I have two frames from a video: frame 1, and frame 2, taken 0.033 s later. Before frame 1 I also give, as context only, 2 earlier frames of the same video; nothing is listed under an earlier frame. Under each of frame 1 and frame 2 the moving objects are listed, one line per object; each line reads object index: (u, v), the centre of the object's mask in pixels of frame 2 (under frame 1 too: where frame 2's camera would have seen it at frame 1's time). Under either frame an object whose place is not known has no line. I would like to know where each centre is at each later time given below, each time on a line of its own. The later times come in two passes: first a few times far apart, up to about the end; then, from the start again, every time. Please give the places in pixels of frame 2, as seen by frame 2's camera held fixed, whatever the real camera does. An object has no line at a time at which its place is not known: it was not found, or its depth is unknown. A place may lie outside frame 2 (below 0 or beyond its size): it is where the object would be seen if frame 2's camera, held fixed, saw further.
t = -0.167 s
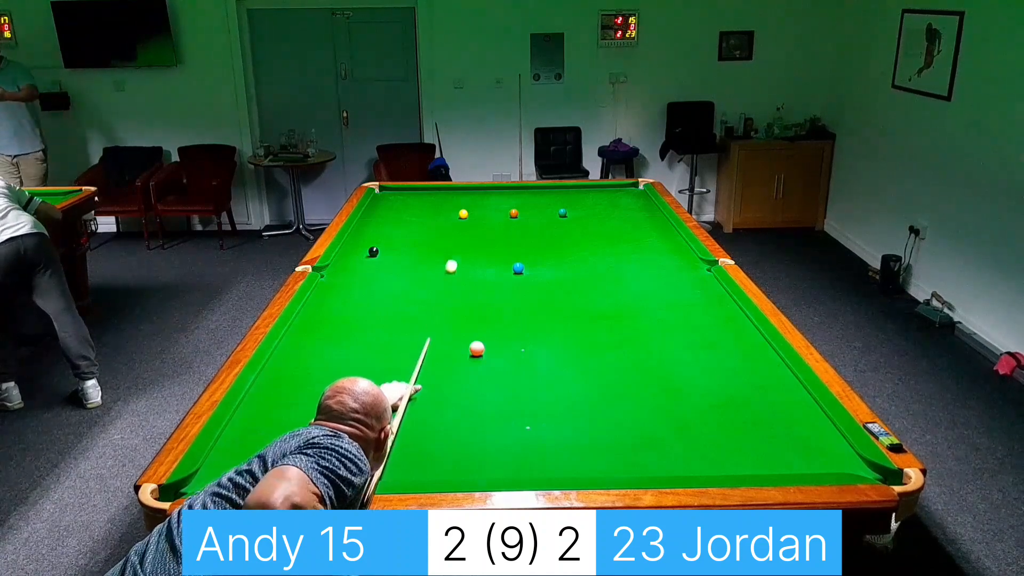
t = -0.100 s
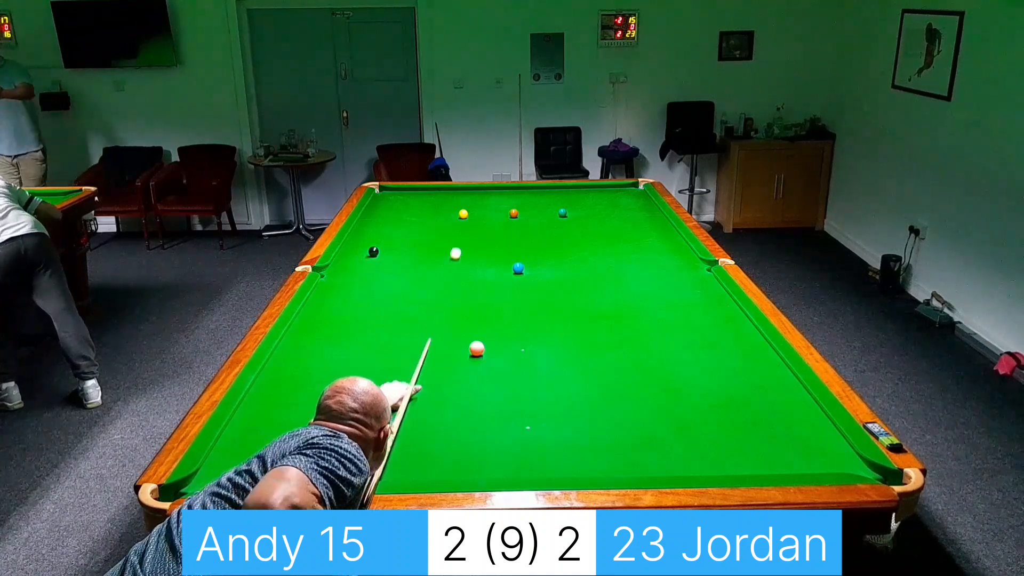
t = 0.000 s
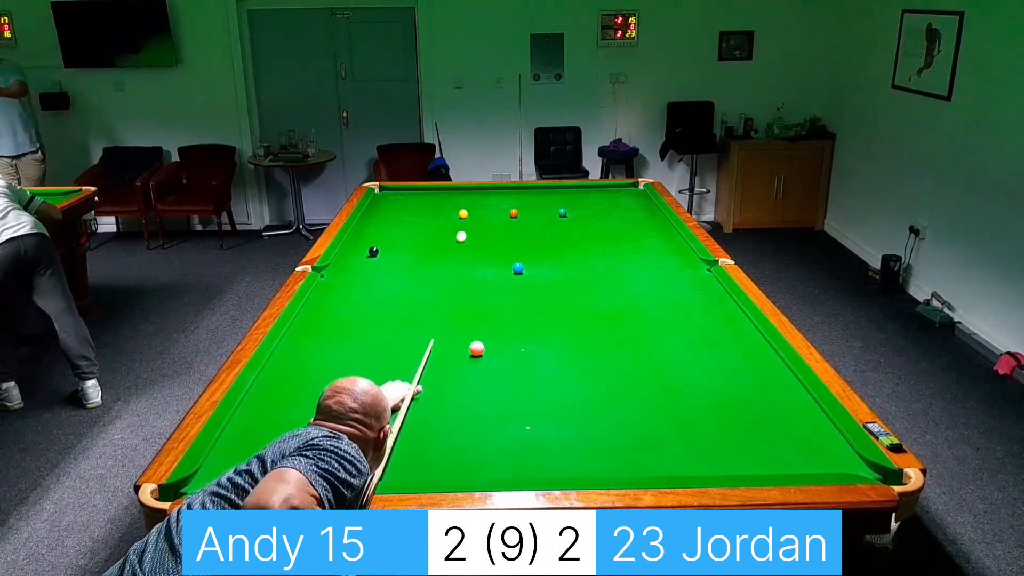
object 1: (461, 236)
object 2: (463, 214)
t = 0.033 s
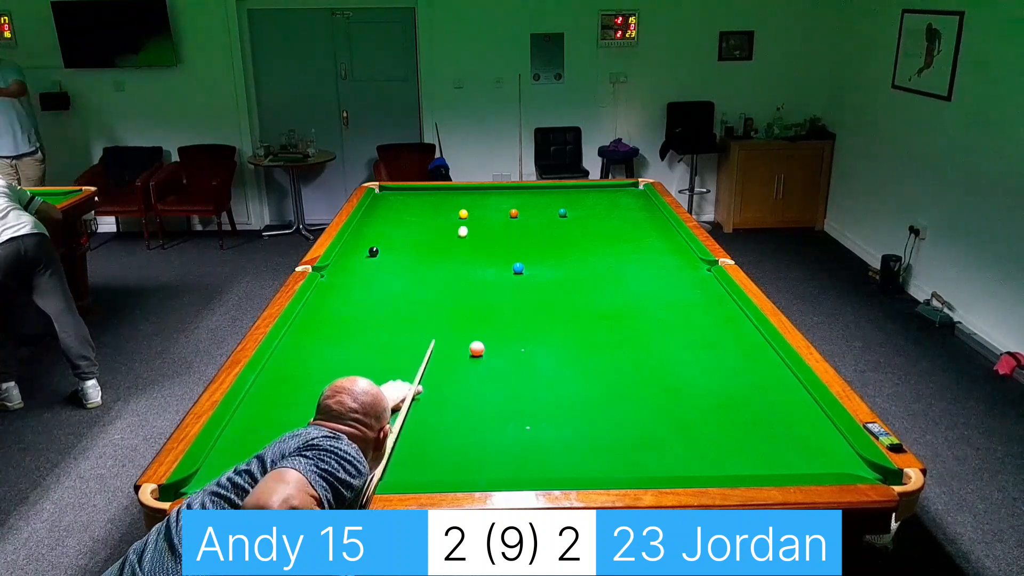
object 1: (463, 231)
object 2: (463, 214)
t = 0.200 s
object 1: (481, 212)
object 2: (453, 210)
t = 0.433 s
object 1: (528, 199)
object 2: (416, 197)
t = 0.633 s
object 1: (560, 187)
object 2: (393, 189)
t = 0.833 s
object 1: (591, 193)
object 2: (383, 194)
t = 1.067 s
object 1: (629, 200)
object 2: (395, 200)
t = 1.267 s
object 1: (647, 208)
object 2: (405, 205)
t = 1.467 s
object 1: (633, 216)
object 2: (416, 209)
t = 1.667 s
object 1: (619, 224)
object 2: (427, 214)
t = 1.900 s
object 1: (601, 235)
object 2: (441, 221)
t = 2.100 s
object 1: (585, 245)
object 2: (452, 226)
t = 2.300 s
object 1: (568, 255)
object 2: (465, 231)
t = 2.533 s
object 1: (547, 267)
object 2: (479, 237)
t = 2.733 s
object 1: (527, 279)
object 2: (491, 243)
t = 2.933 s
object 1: (506, 291)
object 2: (504, 249)
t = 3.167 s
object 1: (479, 307)
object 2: (520, 255)
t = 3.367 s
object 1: (455, 321)
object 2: (533, 261)
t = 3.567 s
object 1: (428, 337)
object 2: (547, 267)
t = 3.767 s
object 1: (399, 354)
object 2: (561, 273)
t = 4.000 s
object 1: (363, 374)
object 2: (578, 281)
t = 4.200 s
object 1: (329, 395)
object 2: (592, 287)
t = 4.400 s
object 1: (292, 416)
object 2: (607, 293)
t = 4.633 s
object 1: (245, 444)
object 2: (624, 300)
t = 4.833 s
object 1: (214, 468)
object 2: (639, 307)
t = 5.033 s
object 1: (219, 479)
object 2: (654, 313)
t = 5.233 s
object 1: (226, 467)
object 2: (668, 319)
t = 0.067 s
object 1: (464, 226)
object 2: (463, 214)
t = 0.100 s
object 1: (466, 221)
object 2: (463, 214)
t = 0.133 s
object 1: (468, 217)
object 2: (462, 214)
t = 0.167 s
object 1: (473, 214)
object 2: (459, 213)
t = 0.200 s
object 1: (481, 212)
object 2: (453, 210)
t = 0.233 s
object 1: (489, 210)
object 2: (447, 208)
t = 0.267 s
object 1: (497, 208)
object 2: (441, 206)
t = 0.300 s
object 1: (504, 207)
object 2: (435, 204)
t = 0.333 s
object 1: (510, 205)
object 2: (430, 202)
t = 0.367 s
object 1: (517, 203)
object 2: (425, 200)
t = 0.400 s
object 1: (523, 201)
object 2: (420, 198)
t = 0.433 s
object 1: (528, 199)
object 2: (416, 197)
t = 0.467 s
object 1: (534, 197)
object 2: (412, 195)
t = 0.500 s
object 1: (540, 195)
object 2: (407, 194)
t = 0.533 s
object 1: (545, 193)
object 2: (404, 192)
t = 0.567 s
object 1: (550, 191)
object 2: (400, 191)
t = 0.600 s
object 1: (555, 189)
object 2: (396, 190)
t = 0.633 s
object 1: (560, 187)
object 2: (393, 189)
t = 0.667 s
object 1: (565, 186)
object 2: (389, 190)
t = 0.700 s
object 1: (570, 188)
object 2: (385, 191)
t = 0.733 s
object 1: (575, 189)
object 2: (381, 191)
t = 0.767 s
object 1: (580, 190)
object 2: (379, 192)
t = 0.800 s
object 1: (586, 192)
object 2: (381, 193)
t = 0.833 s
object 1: (591, 193)
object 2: (383, 194)
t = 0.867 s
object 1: (596, 194)
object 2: (384, 195)
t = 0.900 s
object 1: (601, 195)
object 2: (386, 196)
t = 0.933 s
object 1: (607, 196)
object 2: (388, 196)
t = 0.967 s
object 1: (612, 197)
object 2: (390, 197)
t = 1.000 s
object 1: (618, 198)
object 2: (391, 198)
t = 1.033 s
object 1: (623, 199)
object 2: (393, 199)
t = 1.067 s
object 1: (629, 200)
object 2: (395, 200)
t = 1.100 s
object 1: (635, 201)
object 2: (397, 201)
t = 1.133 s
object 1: (641, 203)
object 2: (398, 201)
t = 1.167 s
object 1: (646, 204)
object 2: (400, 202)
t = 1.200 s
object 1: (652, 205)
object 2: (402, 203)
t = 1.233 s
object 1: (650, 206)
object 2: (404, 204)
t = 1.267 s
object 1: (647, 208)
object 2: (405, 205)
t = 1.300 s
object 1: (645, 209)
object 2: (407, 205)
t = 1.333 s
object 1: (642, 210)
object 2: (409, 206)
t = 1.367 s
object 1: (640, 212)
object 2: (411, 207)
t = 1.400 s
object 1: (638, 213)
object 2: (413, 208)
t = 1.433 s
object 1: (636, 214)
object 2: (414, 209)
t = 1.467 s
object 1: (633, 216)
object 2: (416, 209)
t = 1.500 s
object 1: (631, 217)
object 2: (418, 210)
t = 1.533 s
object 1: (629, 219)
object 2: (420, 211)
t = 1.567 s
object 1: (626, 220)
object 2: (422, 212)
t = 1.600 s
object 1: (624, 221)
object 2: (423, 213)
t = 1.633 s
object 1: (621, 223)
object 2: (425, 214)
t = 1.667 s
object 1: (619, 224)
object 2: (427, 214)
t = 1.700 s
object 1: (617, 226)
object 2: (429, 215)
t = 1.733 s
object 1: (614, 227)
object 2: (431, 216)
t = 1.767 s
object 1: (612, 229)
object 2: (433, 217)
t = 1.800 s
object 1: (609, 230)
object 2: (435, 218)
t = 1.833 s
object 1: (607, 232)
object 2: (437, 219)
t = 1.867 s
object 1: (604, 233)
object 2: (439, 220)
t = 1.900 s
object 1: (601, 235)
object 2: (441, 221)
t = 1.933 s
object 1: (599, 236)
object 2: (442, 221)
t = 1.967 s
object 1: (596, 238)
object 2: (444, 222)
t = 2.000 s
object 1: (593, 240)
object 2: (446, 223)
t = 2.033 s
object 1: (591, 241)
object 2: (448, 224)
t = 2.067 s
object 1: (588, 243)
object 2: (450, 225)
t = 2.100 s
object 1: (585, 245)
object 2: (452, 226)
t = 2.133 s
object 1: (582, 246)
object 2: (454, 227)
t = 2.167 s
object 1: (579, 248)
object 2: (457, 227)
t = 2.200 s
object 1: (577, 250)
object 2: (458, 228)
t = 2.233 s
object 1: (574, 251)
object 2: (460, 229)
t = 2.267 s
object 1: (571, 253)
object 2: (462, 230)
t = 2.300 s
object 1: (568, 255)
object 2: (465, 231)
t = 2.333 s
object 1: (565, 257)
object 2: (466, 232)
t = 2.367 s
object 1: (562, 258)
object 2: (469, 233)
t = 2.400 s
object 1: (559, 260)
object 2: (471, 234)
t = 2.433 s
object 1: (556, 262)
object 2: (473, 235)
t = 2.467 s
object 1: (553, 264)
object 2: (475, 236)
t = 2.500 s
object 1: (550, 266)
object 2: (477, 237)
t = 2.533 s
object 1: (547, 267)
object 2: (479, 237)
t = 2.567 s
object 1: (543, 270)
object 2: (481, 238)
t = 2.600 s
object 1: (540, 271)
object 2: (483, 239)
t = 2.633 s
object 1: (537, 273)
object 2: (485, 240)
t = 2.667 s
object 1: (534, 275)
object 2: (487, 241)
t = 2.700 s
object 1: (530, 277)
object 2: (489, 242)
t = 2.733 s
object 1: (527, 279)
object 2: (491, 243)
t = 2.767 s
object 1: (523, 281)
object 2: (493, 244)
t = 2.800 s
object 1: (520, 283)
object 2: (496, 245)
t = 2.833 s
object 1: (516, 285)
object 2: (498, 246)
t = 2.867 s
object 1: (513, 287)
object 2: (500, 247)
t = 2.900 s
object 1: (510, 289)
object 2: (502, 248)
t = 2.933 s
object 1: (506, 291)
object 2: (504, 249)
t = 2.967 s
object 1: (502, 294)
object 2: (507, 250)
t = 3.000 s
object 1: (498, 296)
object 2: (509, 251)
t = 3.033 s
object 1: (495, 298)
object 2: (511, 252)
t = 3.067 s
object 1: (491, 300)
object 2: (513, 253)
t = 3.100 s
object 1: (487, 302)
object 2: (515, 254)
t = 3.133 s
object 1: (483, 305)
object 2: (517, 254)
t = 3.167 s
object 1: (479, 307)
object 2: (520, 255)
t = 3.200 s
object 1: (475, 309)
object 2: (522, 256)
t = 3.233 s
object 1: (471, 312)
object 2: (524, 257)
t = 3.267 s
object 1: (467, 314)
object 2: (527, 258)
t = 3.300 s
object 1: (463, 316)
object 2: (529, 259)
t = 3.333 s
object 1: (459, 319)
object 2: (531, 260)
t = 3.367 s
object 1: (455, 321)
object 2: (533, 261)
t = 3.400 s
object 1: (451, 324)
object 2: (536, 262)
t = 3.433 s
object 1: (446, 326)
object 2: (538, 263)
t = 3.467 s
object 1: (442, 329)
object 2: (540, 264)
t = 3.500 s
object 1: (437, 331)
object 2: (543, 265)
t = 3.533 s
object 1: (433, 334)
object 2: (545, 266)
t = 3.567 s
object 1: (428, 337)
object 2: (547, 267)
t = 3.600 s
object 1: (424, 339)
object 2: (549, 268)
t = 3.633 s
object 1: (419, 342)
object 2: (552, 269)
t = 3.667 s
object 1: (414, 345)
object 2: (554, 270)
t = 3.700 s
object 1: (410, 348)
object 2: (557, 271)
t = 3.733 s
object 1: (404, 351)
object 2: (559, 272)
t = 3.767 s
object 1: (399, 354)
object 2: (561, 273)
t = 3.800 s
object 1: (395, 356)
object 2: (564, 274)
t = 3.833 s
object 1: (389, 359)
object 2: (566, 275)
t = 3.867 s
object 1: (384, 362)
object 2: (568, 276)
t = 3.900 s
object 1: (379, 365)
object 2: (571, 277)
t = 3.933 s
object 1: (374, 368)
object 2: (573, 278)
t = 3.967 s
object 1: (369, 372)
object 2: (575, 280)
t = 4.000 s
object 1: (363, 374)
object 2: (578, 281)
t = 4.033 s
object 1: (358, 378)
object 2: (580, 281)
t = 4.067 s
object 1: (352, 381)
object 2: (582, 282)
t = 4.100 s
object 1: (346, 385)
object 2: (585, 284)
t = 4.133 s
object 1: (341, 388)
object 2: (587, 284)
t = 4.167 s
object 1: (335, 391)
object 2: (590, 286)
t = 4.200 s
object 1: (329, 395)
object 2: (592, 287)
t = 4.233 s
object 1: (323, 398)
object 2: (595, 288)
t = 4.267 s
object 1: (317, 401)
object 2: (597, 289)
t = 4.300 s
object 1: (311, 405)
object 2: (599, 290)
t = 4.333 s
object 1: (304, 409)
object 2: (602, 291)
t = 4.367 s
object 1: (298, 412)
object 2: (604, 292)
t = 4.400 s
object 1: (292, 416)
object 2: (607, 293)
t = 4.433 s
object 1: (285, 420)
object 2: (609, 294)
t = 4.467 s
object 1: (279, 424)
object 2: (612, 295)
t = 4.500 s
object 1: (272, 428)
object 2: (614, 296)
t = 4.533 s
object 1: (265, 432)
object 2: (617, 297)
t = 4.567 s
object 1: (259, 436)
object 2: (619, 298)
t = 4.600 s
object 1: (252, 439)
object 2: (622, 299)
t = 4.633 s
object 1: (245, 444)
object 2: (624, 300)
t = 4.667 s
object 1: (238, 448)
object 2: (627, 301)
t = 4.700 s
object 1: (231, 452)
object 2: (629, 302)
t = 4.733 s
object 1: (223, 456)
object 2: (632, 303)
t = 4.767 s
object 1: (216, 460)
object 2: (634, 304)
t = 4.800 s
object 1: (212, 465)
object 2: (637, 306)
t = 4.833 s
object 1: (214, 468)
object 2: (639, 307)
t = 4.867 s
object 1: (214, 472)
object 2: (642, 307)
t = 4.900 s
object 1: (215, 475)
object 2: (644, 308)
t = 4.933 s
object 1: (216, 477)
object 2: (647, 310)
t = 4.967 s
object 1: (216, 479)
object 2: (649, 311)
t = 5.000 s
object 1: (217, 480)
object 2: (651, 312)
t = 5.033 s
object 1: (219, 479)
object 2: (654, 313)
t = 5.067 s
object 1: (220, 477)
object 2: (656, 314)
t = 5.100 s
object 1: (221, 475)
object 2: (659, 315)
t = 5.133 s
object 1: (222, 473)
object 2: (661, 316)
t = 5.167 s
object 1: (224, 472)
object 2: (664, 317)
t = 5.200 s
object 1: (225, 469)
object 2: (666, 318)
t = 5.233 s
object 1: (226, 467)
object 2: (668, 319)
